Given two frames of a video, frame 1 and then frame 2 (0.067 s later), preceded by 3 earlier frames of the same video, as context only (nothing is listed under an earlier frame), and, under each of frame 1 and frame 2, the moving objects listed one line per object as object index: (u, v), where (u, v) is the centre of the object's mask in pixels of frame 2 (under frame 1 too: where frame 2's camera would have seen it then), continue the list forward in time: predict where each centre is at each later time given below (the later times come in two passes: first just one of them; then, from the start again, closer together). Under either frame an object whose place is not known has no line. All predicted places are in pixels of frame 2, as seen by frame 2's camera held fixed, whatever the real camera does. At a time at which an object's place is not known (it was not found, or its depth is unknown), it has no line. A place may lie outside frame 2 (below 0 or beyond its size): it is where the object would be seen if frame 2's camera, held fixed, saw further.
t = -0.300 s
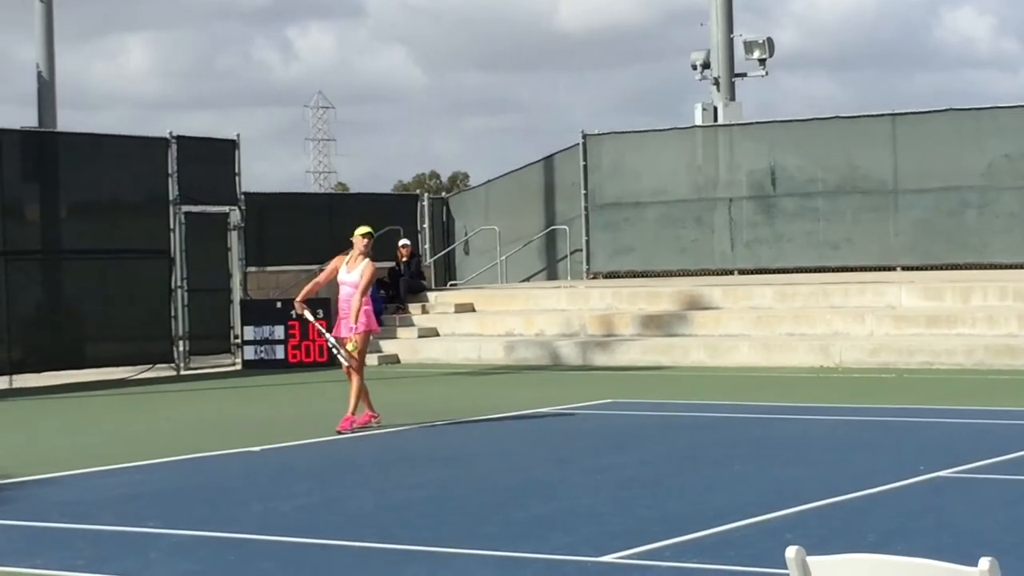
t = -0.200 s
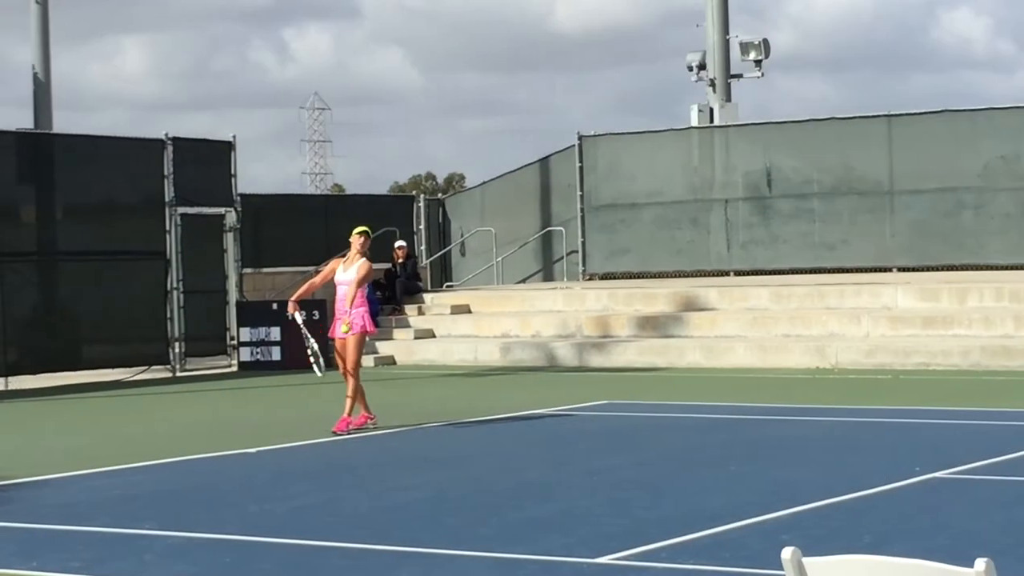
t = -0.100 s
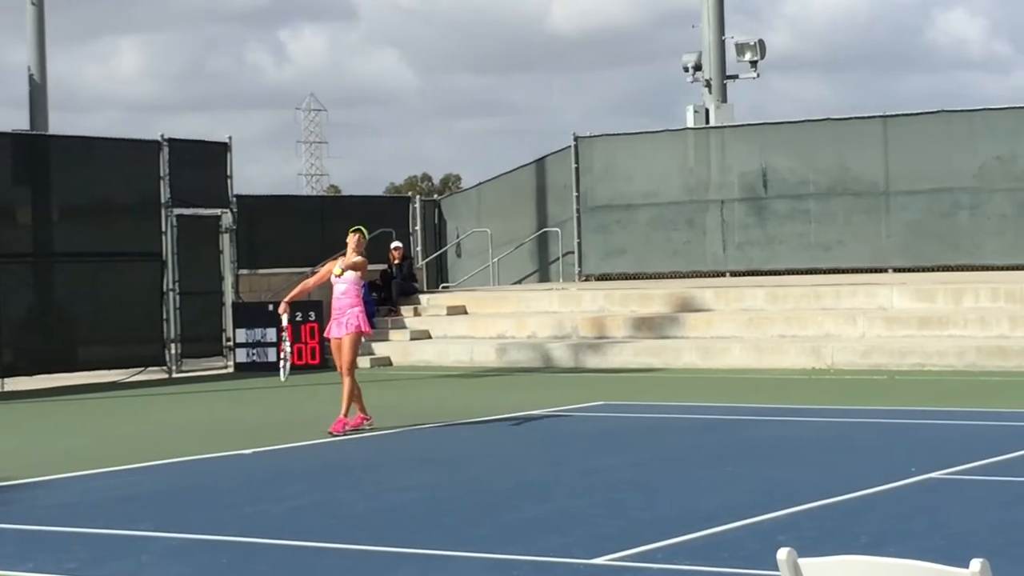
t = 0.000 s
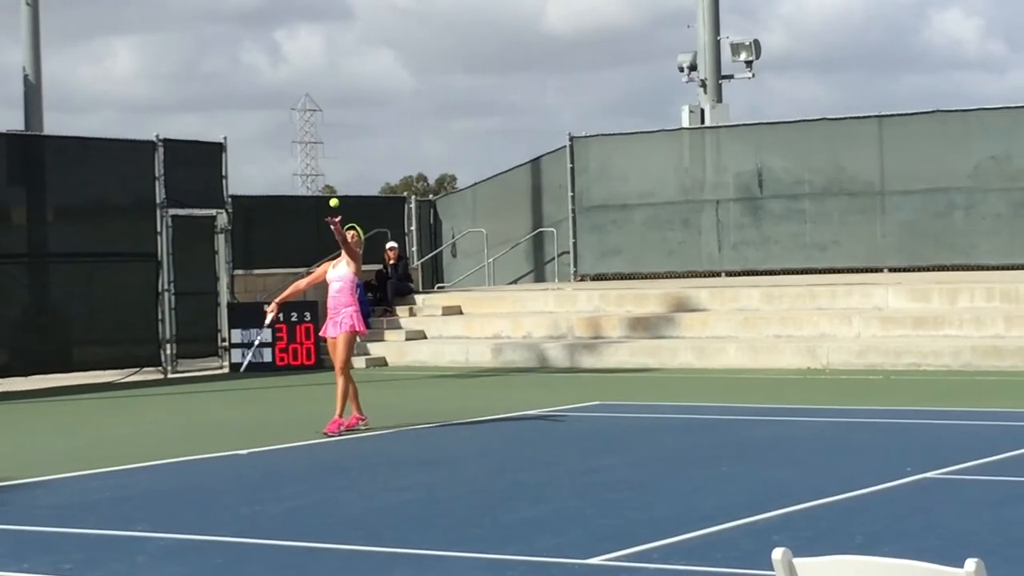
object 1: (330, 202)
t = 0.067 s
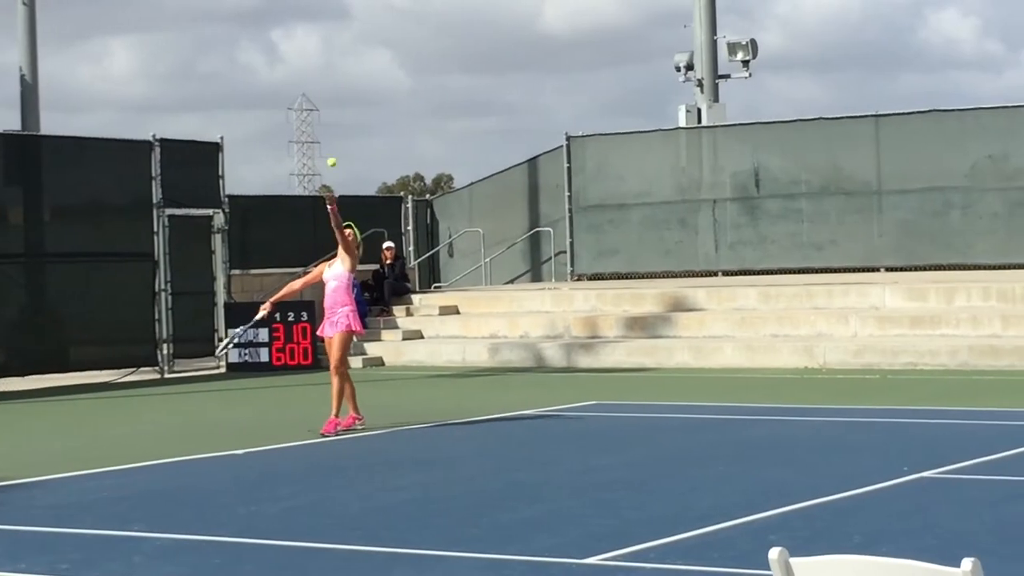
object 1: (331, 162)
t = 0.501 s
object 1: (343, 36)
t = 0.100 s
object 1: (332, 144)
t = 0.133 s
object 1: (333, 127)
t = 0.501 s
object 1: (343, 36)
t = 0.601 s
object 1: (347, 39)
